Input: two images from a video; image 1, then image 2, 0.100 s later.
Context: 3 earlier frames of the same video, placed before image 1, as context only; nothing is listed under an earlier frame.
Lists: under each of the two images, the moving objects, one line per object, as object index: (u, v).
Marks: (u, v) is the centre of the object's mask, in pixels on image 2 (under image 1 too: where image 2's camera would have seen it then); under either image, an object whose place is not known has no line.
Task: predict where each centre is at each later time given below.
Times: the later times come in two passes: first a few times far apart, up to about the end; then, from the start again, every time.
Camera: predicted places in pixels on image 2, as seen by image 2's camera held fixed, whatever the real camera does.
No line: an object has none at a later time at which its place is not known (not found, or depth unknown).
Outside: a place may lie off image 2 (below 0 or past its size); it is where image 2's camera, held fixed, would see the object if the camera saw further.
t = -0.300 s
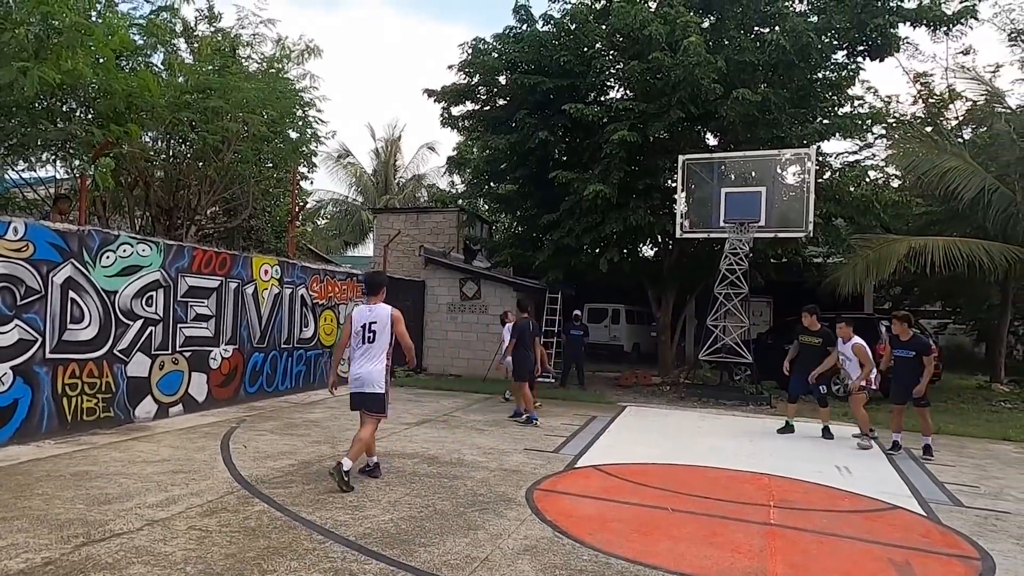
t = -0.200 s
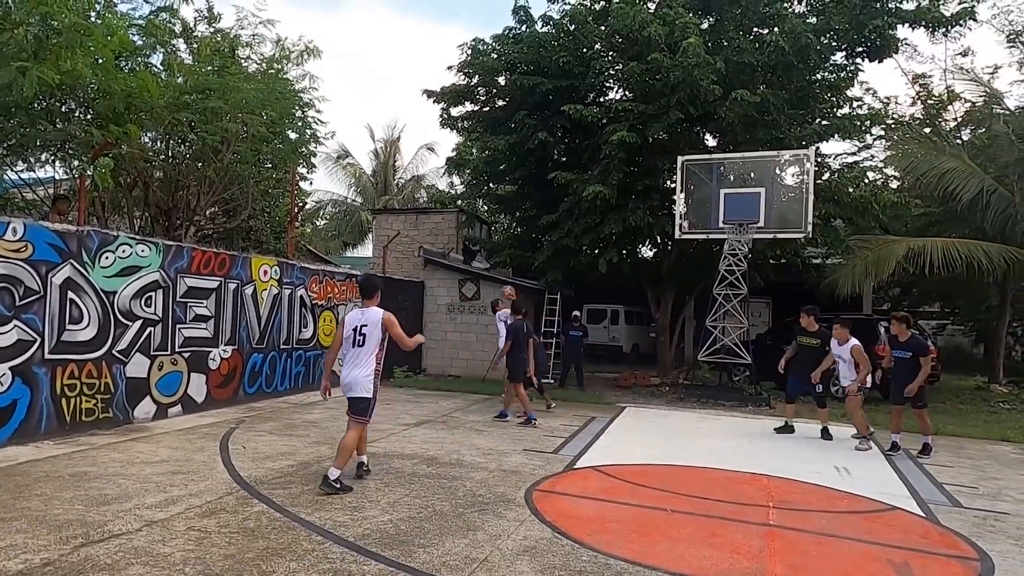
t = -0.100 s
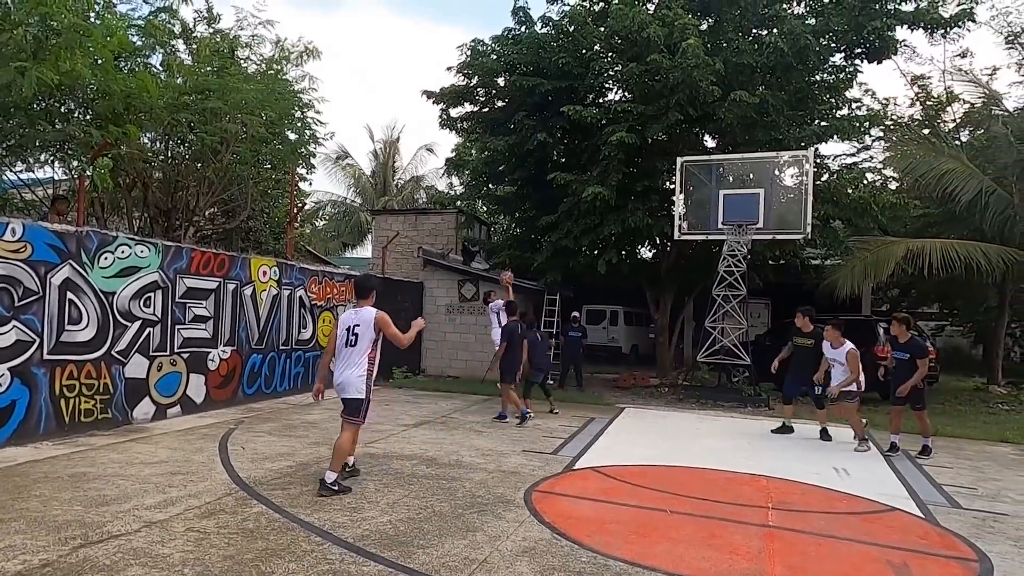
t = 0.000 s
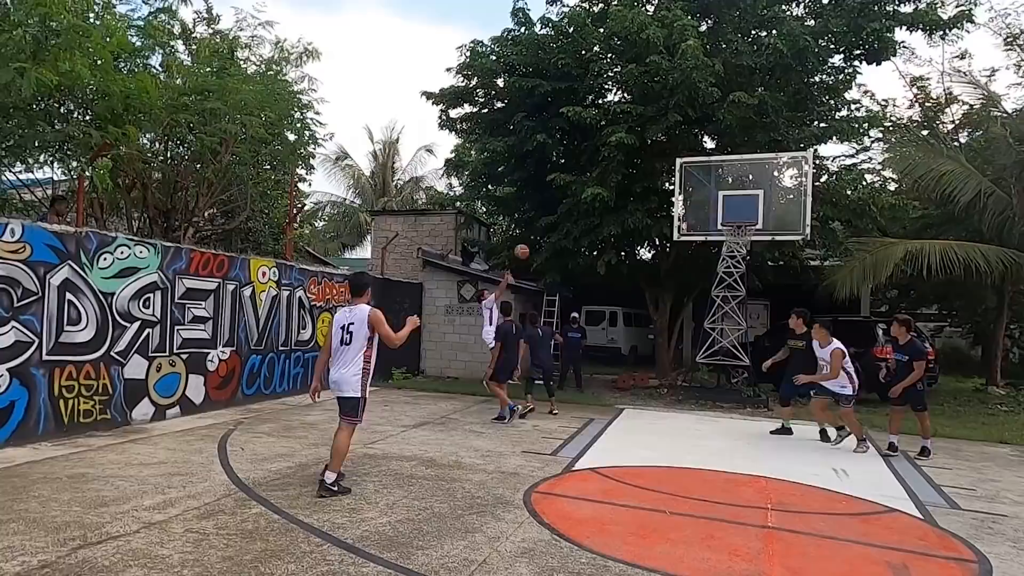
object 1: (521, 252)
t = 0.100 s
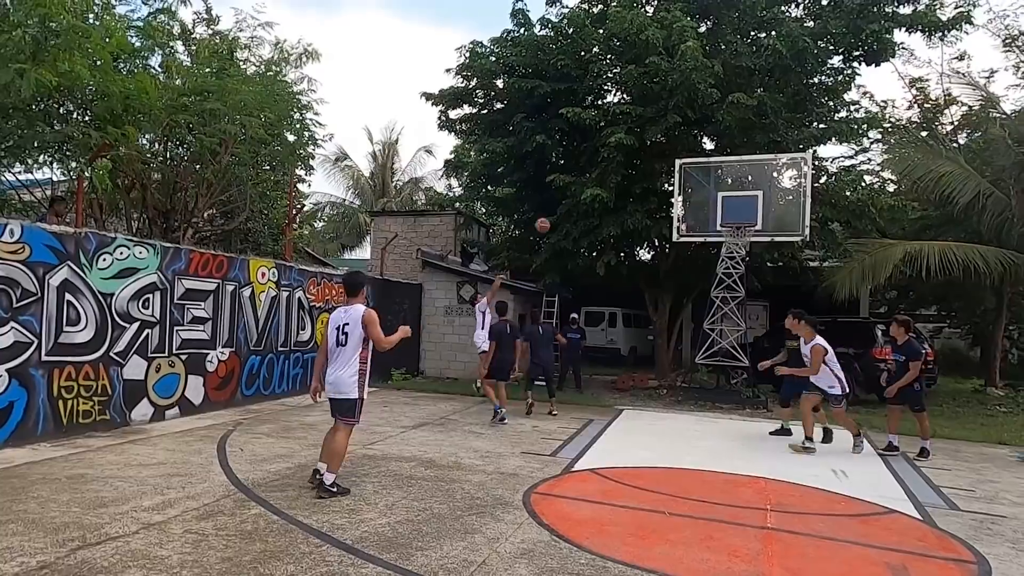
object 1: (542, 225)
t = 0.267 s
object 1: (579, 192)
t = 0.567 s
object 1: (647, 171)
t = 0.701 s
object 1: (679, 180)
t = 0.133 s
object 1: (550, 218)
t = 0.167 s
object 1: (557, 211)
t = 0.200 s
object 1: (564, 203)
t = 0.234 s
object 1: (571, 198)
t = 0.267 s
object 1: (579, 192)
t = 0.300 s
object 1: (587, 187)
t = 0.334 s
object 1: (594, 182)
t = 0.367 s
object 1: (601, 179)
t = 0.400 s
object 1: (609, 176)
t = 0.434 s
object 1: (616, 174)
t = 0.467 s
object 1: (624, 172)
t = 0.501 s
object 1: (632, 171)
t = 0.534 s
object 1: (640, 171)
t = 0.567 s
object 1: (647, 171)
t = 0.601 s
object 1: (655, 172)
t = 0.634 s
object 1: (663, 173)
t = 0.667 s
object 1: (671, 176)
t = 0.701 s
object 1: (679, 180)
